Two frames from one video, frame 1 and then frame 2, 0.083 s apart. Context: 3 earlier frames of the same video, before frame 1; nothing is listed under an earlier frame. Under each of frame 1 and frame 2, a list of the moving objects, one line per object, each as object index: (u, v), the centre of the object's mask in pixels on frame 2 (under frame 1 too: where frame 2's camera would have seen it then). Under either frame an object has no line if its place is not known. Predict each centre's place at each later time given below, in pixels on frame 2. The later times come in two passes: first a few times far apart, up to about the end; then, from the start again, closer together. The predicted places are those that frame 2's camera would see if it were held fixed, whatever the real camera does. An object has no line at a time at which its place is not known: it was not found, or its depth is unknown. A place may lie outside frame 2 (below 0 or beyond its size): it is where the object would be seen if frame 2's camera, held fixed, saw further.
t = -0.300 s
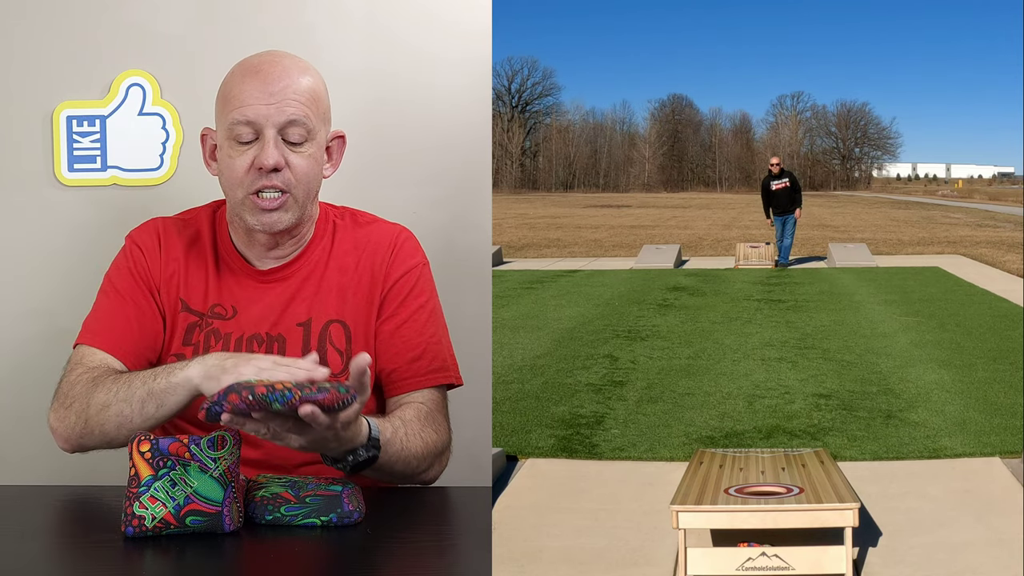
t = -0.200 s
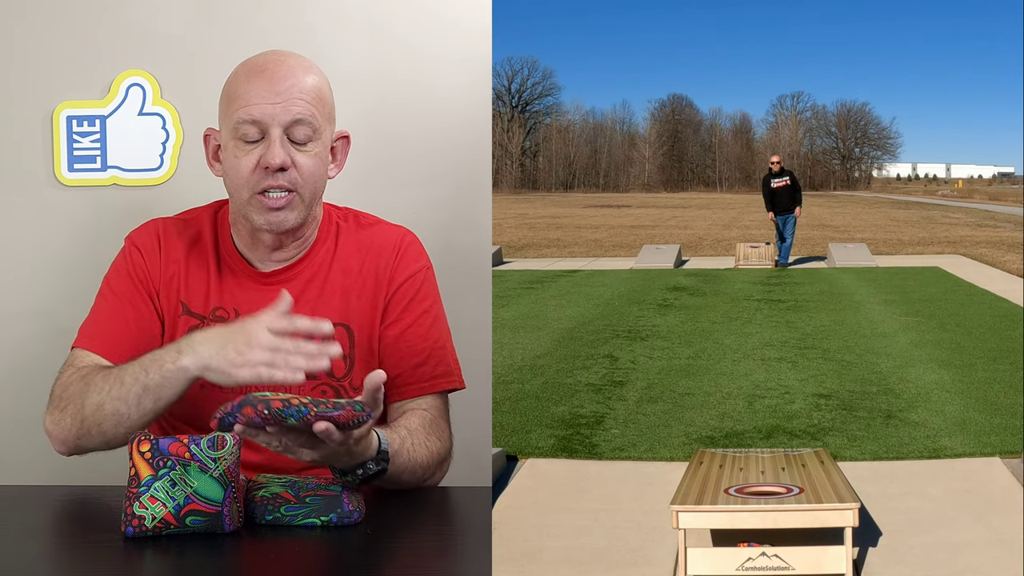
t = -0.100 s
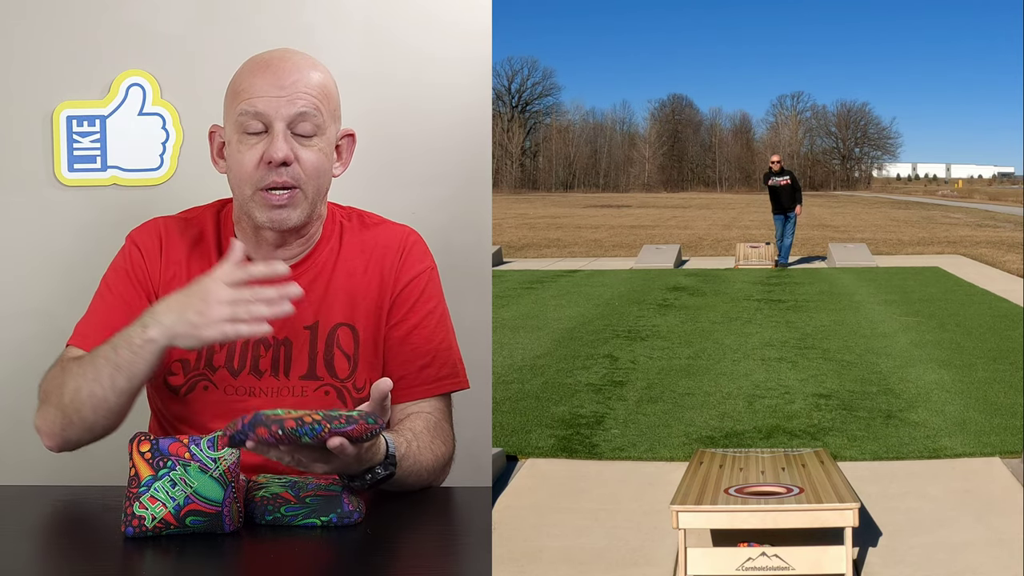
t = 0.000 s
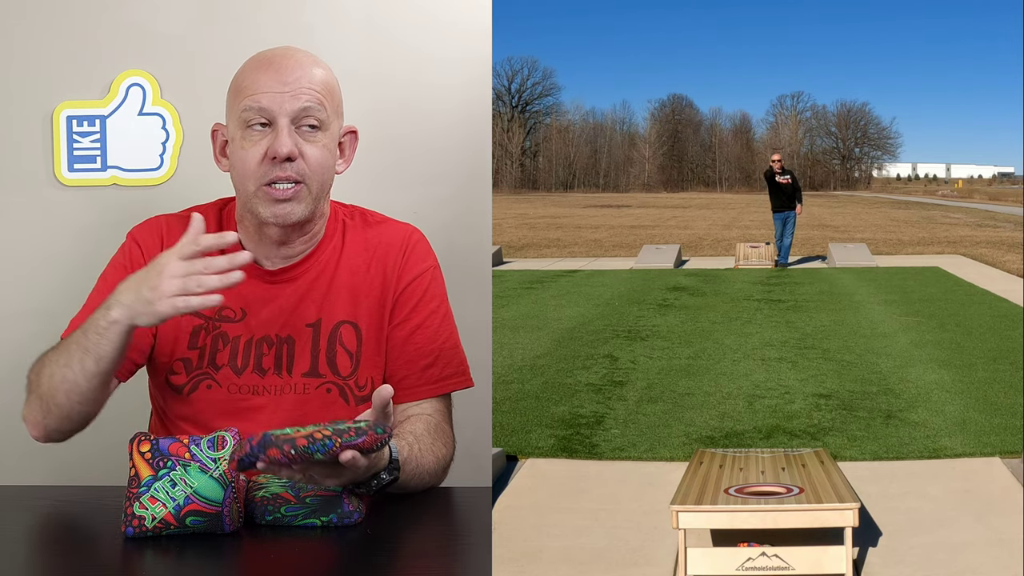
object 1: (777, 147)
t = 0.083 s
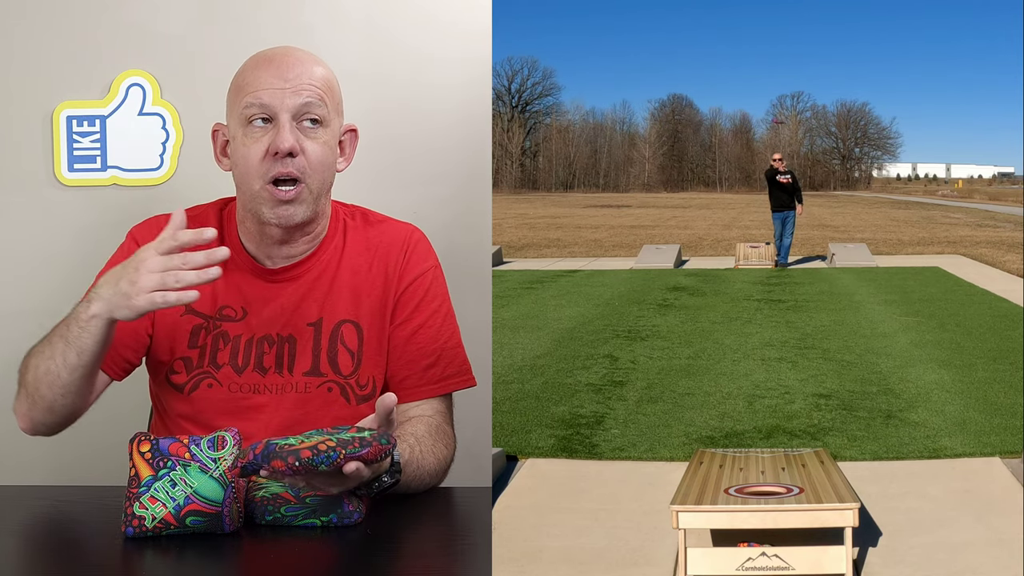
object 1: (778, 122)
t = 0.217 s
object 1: (780, 85)
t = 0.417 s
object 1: (782, 52)
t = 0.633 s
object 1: (786, 57)
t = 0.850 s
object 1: (795, 135)
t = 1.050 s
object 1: (805, 335)
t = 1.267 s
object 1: (818, 463)
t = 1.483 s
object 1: (823, 478)
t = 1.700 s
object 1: (826, 485)
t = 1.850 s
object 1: (826, 485)
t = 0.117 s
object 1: (776, 111)
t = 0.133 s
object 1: (778, 106)
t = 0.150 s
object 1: (778, 102)
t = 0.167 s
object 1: (778, 97)
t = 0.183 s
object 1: (778, 93)
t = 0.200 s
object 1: (778, 89)
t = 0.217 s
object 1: (780, 85)
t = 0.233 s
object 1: (779, 81)
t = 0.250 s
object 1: (779, 77)
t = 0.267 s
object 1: (779, 74)
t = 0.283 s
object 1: (779, 71)
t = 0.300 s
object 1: (780, 68)
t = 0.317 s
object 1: (780, 65)
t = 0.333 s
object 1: (781, 62)
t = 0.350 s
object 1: (781, 60)
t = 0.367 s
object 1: (781, 58)
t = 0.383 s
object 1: (781, 55)
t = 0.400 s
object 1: (782, 54)
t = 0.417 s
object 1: (782, 52)
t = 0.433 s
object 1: (782, 51)
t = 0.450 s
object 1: (783, 49)
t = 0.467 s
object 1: (783, 48)
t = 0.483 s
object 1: (784, 48)
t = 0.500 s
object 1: (784, 47)
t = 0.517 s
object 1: (784, 47)
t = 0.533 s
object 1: (784, 48)
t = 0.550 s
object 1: (785, 48)
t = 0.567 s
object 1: (785, 50)
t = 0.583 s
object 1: (785, 51)
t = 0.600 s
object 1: (786, 52)
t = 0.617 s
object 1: (786, 54)
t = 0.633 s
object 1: (786, 57)
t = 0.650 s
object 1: (787, 60)
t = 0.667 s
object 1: (787, 62)
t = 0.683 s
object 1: (787, 67)
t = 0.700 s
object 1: (788, 71)
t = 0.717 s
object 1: (788, 75)
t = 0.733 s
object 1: (789, 80)
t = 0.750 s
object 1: (790, 86)
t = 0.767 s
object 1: (791, 93)
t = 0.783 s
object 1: (791, 99)
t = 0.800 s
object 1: (792, 107)
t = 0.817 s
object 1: (793, 116)
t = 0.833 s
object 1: (794, 125)
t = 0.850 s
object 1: (795, 135)
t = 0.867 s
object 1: (795, 146)
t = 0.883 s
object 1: (796, 157)
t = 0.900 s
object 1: (798, 170)
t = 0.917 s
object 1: (797, 183)
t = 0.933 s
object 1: (799, 198)
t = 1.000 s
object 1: (802, 268)
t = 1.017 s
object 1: (804, 289)
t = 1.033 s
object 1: (804, 311)
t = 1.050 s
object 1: (805, 335)
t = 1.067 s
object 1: (806, 360)
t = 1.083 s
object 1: (807, 387)
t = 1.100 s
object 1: (809, 417)
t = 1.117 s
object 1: (810, 445)
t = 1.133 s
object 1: (812, 450)
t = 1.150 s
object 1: (812, 450)
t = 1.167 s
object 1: (813, 451)
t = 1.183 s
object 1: (814, 452)
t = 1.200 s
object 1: (815, 455)
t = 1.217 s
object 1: (815, 457)
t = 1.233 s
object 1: (816, 459)
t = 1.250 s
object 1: (817, 462)
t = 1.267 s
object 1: (818, 463)
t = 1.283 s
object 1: (819, 464)
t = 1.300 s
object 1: (819, 466)
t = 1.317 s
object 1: (820, 467)
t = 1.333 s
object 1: (820, 468)
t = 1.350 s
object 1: (821, 470)
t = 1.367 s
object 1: (821, 471)
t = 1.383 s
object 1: (821, 472)
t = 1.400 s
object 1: (822, 473)
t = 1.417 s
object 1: (822, 474)
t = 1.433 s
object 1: (823, 476)
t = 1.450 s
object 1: (823, 477)
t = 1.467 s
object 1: (823, 478)
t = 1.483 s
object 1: (823, 478)
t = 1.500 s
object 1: (823, 479)
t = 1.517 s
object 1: (824, 480)
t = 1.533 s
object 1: (824, 481)
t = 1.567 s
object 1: (825, 482)
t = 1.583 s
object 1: (825, 483)
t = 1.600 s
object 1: (825, 483)
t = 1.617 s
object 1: (826, 484)
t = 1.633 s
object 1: (826, 484)
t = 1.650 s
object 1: (826, 484)
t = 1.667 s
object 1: (826, 485)
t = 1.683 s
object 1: (826, 485)
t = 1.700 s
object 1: (826, 485)
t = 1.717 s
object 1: (826, 485)
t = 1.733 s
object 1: (826, 485)
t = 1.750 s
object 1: (826, 485)
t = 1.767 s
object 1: (826, 485)
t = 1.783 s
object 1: (826, 485)
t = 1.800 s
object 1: (826, 485)
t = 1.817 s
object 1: (826, 485)
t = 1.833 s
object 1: (826, 485)
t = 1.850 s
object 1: (826, 485)
